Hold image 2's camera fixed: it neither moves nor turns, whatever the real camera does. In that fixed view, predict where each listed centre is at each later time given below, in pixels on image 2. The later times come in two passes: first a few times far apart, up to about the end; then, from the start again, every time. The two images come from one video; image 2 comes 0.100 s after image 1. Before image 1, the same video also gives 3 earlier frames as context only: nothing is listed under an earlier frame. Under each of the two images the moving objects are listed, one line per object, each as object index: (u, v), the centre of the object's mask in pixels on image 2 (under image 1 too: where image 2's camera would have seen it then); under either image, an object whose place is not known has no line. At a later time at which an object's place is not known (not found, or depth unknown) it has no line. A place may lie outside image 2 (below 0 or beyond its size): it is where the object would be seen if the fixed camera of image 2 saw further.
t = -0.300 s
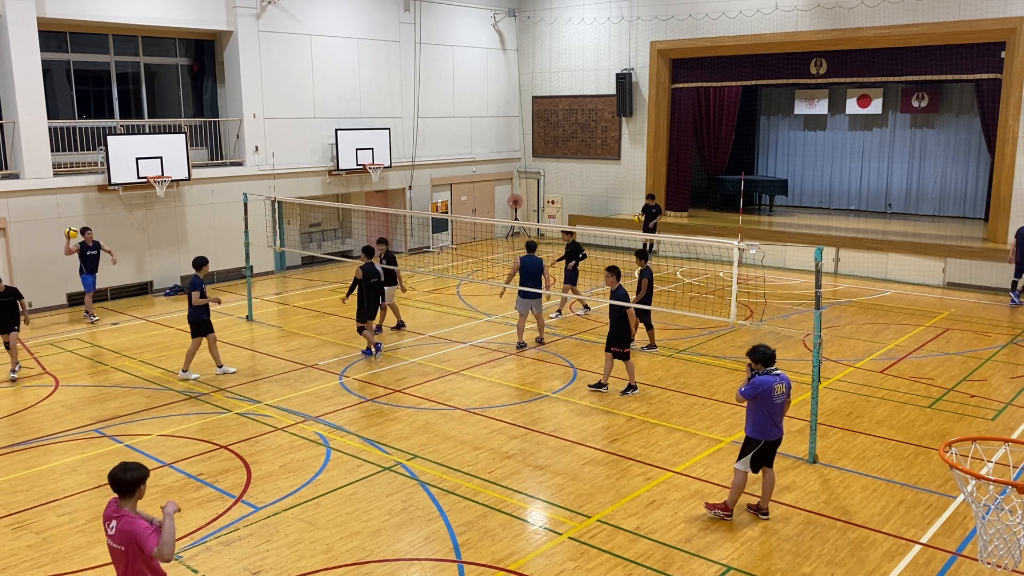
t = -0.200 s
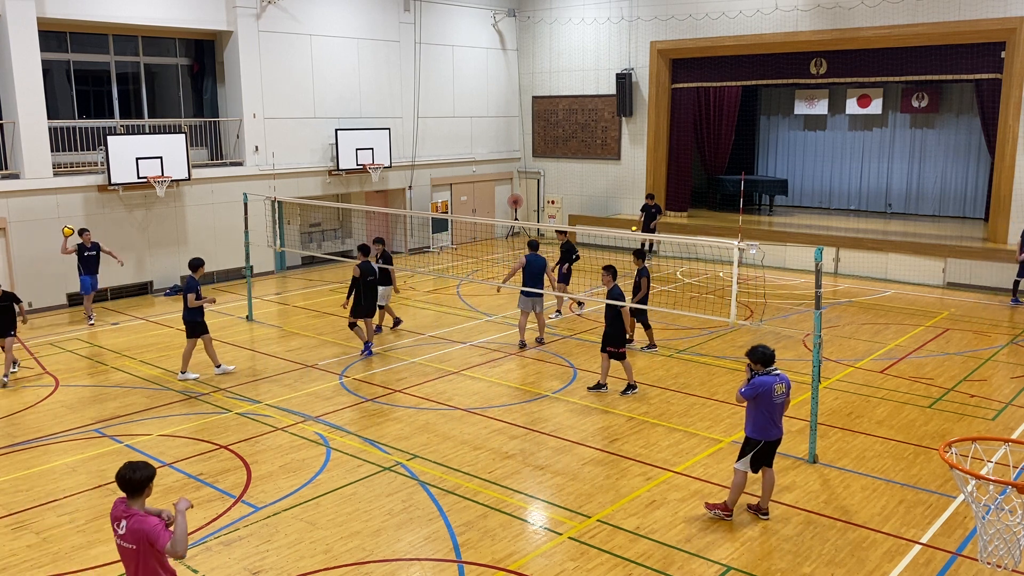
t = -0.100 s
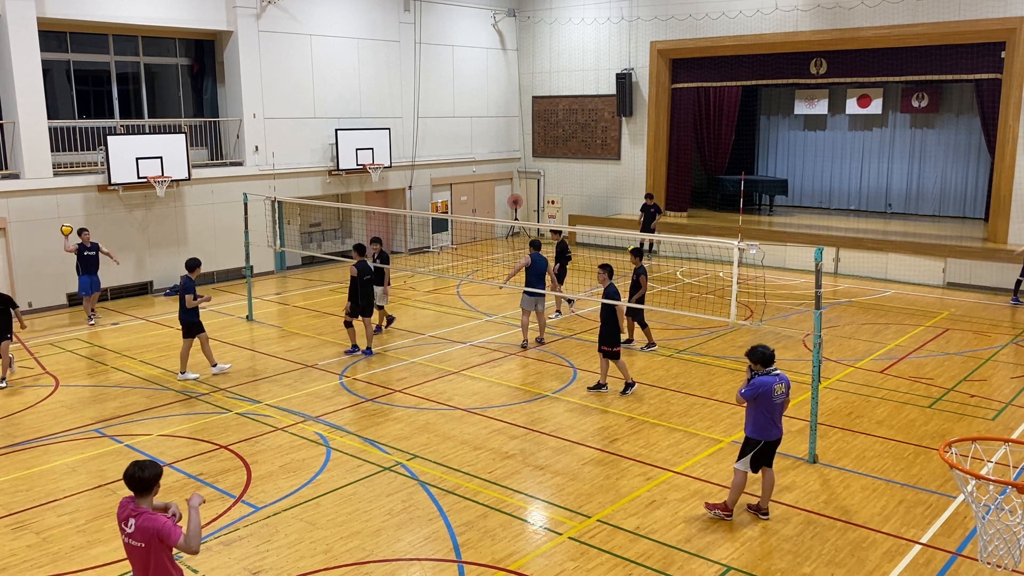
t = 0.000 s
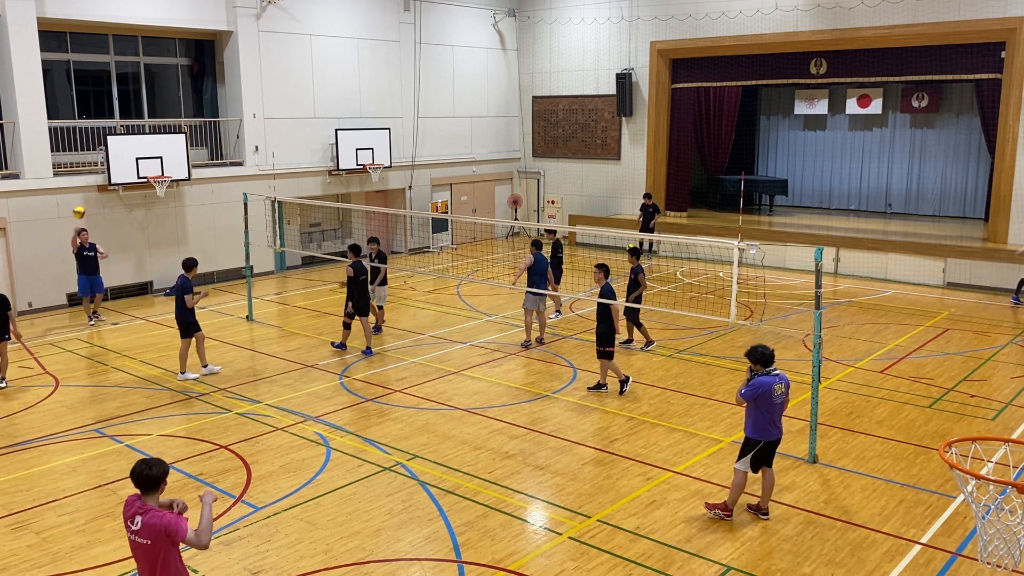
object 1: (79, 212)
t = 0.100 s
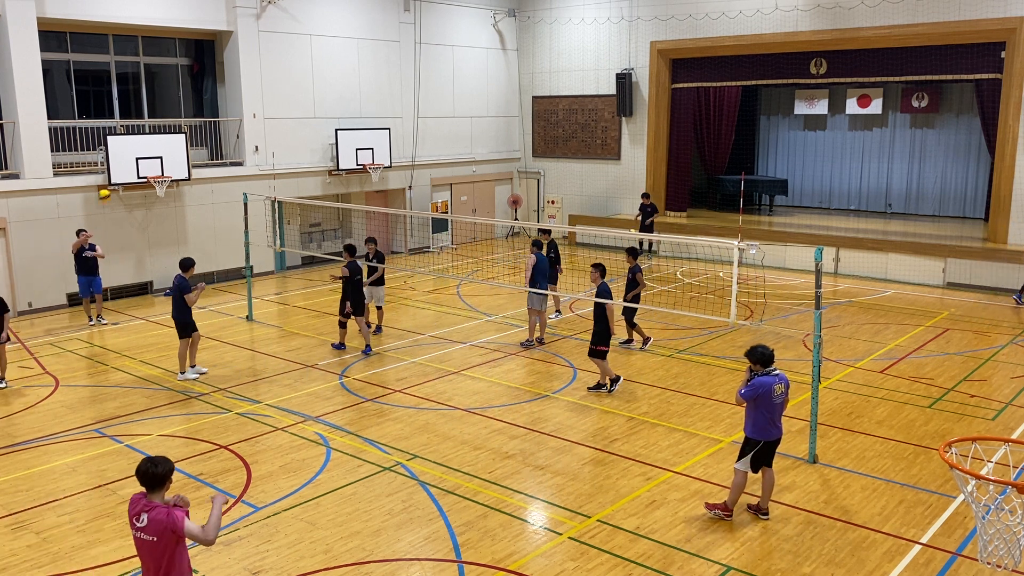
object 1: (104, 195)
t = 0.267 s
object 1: (151, 177)
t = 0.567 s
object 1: (252, 181)
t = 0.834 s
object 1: (358, 236)
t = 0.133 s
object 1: (114, 190)
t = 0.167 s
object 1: (122, 187)
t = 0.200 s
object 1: (131, 184)
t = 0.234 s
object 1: (141, 180)
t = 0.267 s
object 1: (151, 177)
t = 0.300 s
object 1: (161, 175)
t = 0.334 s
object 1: (172, 174)
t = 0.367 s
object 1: (183, 173)
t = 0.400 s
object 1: (194, 172)
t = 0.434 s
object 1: (205, 172)
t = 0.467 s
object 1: (216, 174)
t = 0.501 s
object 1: (228, 176)
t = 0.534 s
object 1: (240, 178)
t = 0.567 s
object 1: (252, 181)
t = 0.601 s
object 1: (265, 185)
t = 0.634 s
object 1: (277, 189)
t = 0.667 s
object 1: (290, 195)
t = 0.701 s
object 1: (304, 202)
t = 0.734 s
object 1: (317, 209)
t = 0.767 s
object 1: (331, 217)
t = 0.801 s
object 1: (344, 226)
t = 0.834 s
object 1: (358, 236)
